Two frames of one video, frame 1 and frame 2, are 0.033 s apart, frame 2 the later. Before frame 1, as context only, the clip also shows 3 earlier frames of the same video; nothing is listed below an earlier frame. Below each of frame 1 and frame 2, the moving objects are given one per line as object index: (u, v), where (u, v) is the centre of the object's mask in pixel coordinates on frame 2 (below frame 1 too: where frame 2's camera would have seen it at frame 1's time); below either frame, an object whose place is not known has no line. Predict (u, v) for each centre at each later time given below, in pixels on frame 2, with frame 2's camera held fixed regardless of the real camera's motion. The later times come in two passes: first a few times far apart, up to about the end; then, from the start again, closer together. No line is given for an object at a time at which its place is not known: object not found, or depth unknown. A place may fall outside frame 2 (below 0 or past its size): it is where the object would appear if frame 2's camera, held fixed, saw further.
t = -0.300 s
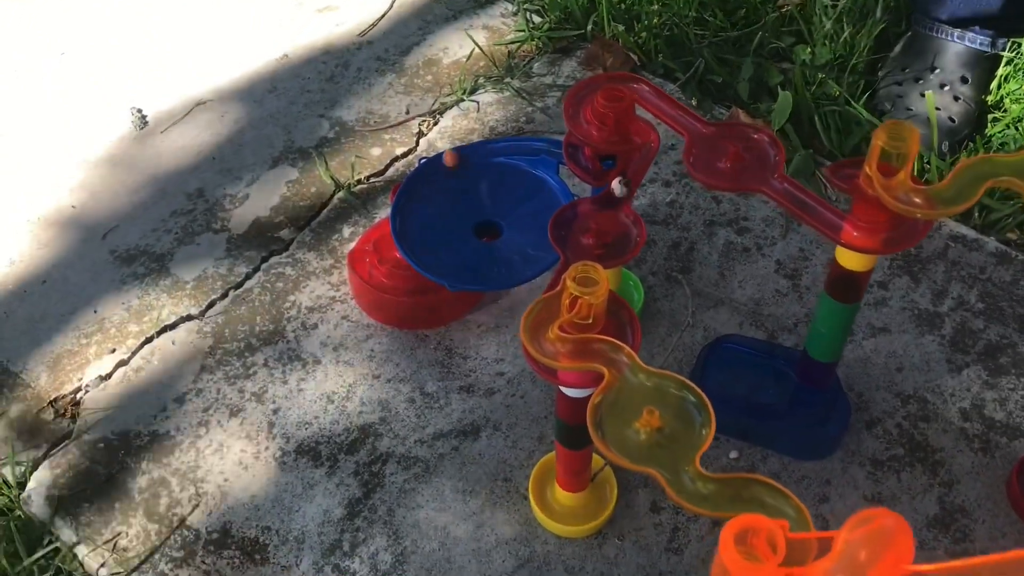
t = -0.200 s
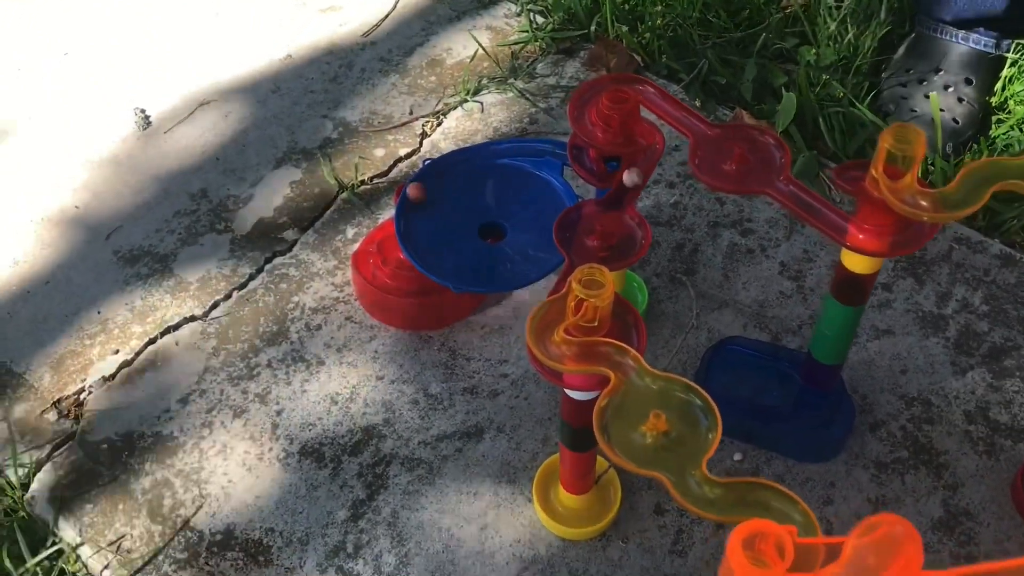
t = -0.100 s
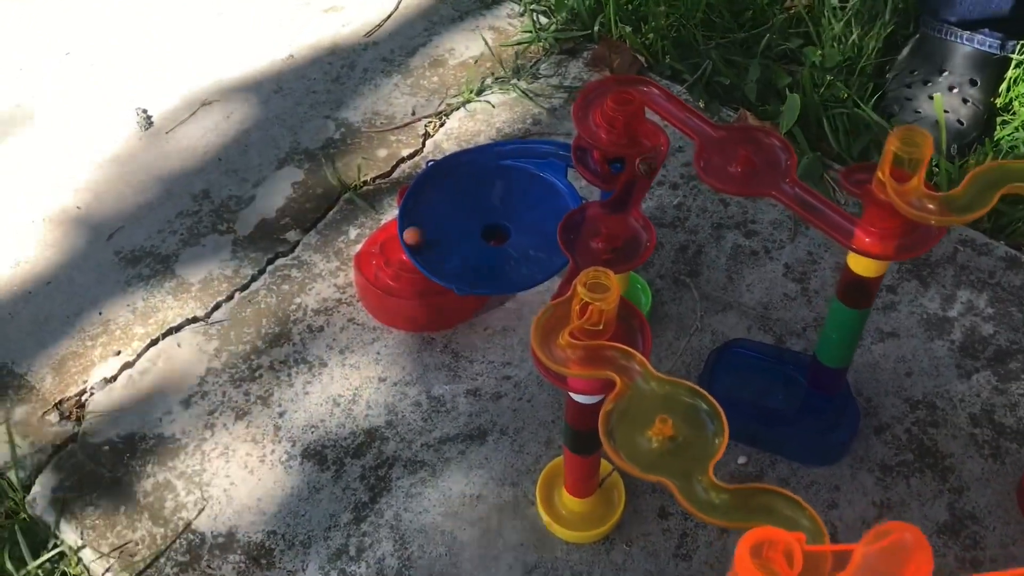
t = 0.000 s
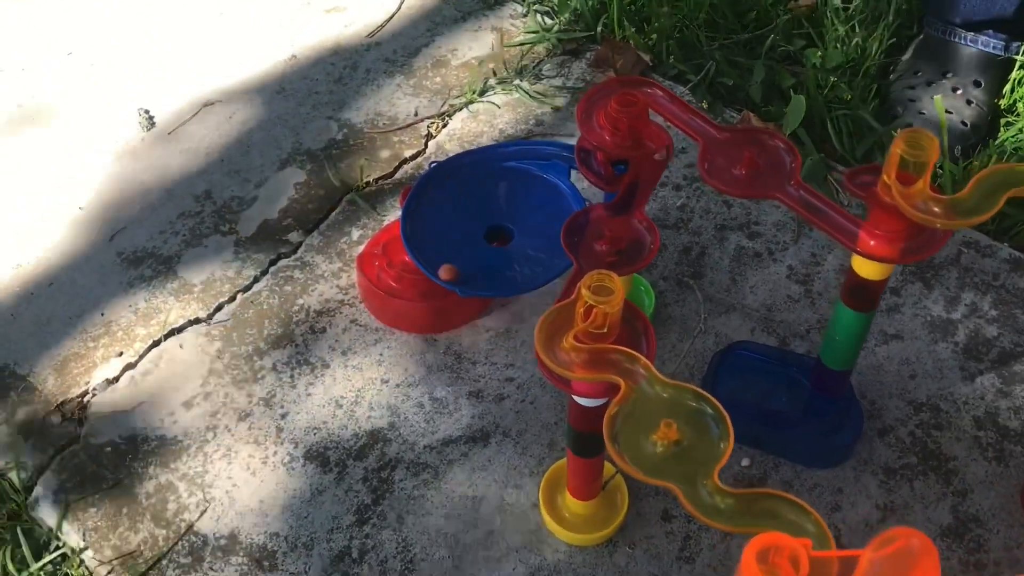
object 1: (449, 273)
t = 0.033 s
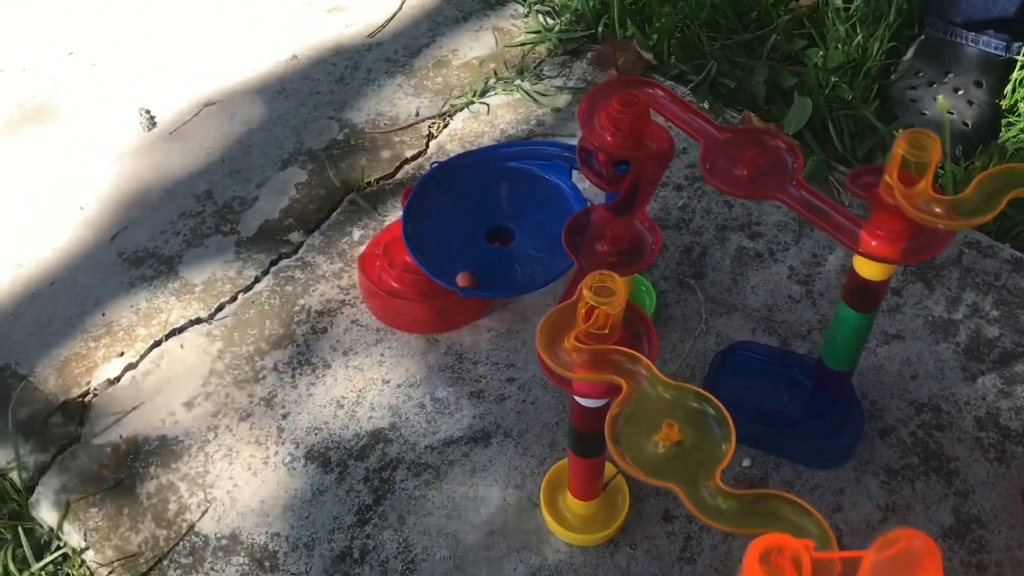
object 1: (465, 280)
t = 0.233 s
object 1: (562, 257)
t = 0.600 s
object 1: (492, 168)
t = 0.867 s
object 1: (418, 216)
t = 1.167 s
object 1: (488, 279)
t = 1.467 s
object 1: (563, 237)
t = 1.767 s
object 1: (525, 174)
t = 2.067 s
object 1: (442, 196)
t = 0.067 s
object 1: (484, 283)
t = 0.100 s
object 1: (503, 283)
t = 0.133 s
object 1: (521, 281)
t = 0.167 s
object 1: (537, 275)
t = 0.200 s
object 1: (551, 266)
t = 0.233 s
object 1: (562, 257)
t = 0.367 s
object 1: (575, 211)
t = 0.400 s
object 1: (569, 198)
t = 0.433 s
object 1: (560, 188)
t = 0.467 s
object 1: (550, 180)
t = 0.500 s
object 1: (539, 173)
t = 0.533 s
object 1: (523, 169)
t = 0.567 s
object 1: (508, 167)
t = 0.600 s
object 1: (492, 168)
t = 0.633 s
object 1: (479, 168)
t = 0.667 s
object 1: (464, 172)
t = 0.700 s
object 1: (451, 176)
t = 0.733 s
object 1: (438, 183)
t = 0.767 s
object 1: (428, 186)
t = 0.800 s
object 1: (423, 196)
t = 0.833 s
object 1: (420, 206)
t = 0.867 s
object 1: (418, 216)
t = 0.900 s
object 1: (419, 225)
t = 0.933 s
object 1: (423, 234)
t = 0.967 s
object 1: (428, 243)
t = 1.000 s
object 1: (435, 252)
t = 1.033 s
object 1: (443, 260)
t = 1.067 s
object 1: (453, 266)
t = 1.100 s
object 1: (463, 271)
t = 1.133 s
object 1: (476, 276)
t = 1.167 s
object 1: (488, 279)
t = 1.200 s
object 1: (500, 280)
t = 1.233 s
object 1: (513, 278)
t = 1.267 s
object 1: (525, 275)
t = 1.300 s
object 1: (537, 273)
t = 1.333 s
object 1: (546, 267)
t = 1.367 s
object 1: (553, 260)
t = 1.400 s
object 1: (561, 253)
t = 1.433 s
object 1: (565, 244)
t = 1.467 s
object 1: (563, 237)
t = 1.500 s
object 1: (565, 228)
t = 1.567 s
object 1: (569, 212)
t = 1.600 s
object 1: (566, 204)
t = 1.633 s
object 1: (562, 197)
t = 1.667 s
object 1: (554, 190)
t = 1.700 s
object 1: (545, 184)
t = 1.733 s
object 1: (536, 178)
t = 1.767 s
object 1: (525, 174)
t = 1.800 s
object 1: (514, 171)
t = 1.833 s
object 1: (505, 169)
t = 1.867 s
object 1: (493, 169)
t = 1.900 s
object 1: (482, 170)
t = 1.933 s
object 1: (472, 173)
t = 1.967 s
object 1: (463, 177)
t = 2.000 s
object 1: (455, 183)
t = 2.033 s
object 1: (447, 189)
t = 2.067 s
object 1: (442, 196)
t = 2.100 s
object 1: (438, 204)
